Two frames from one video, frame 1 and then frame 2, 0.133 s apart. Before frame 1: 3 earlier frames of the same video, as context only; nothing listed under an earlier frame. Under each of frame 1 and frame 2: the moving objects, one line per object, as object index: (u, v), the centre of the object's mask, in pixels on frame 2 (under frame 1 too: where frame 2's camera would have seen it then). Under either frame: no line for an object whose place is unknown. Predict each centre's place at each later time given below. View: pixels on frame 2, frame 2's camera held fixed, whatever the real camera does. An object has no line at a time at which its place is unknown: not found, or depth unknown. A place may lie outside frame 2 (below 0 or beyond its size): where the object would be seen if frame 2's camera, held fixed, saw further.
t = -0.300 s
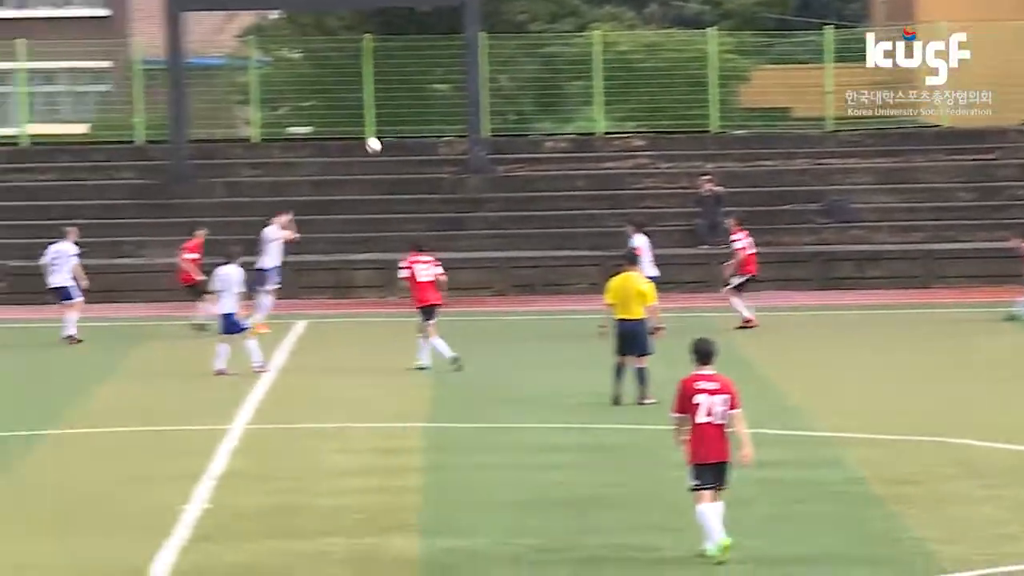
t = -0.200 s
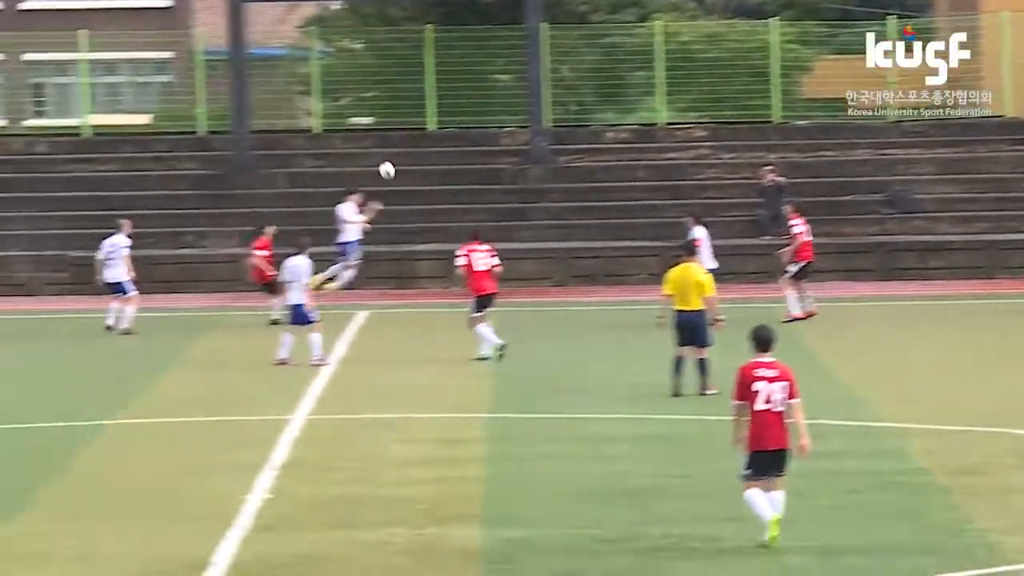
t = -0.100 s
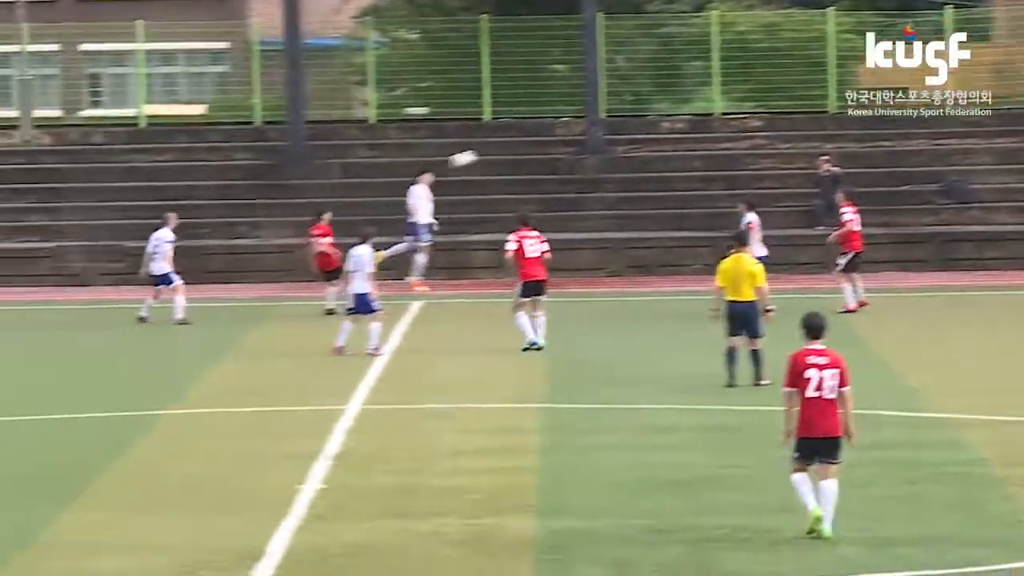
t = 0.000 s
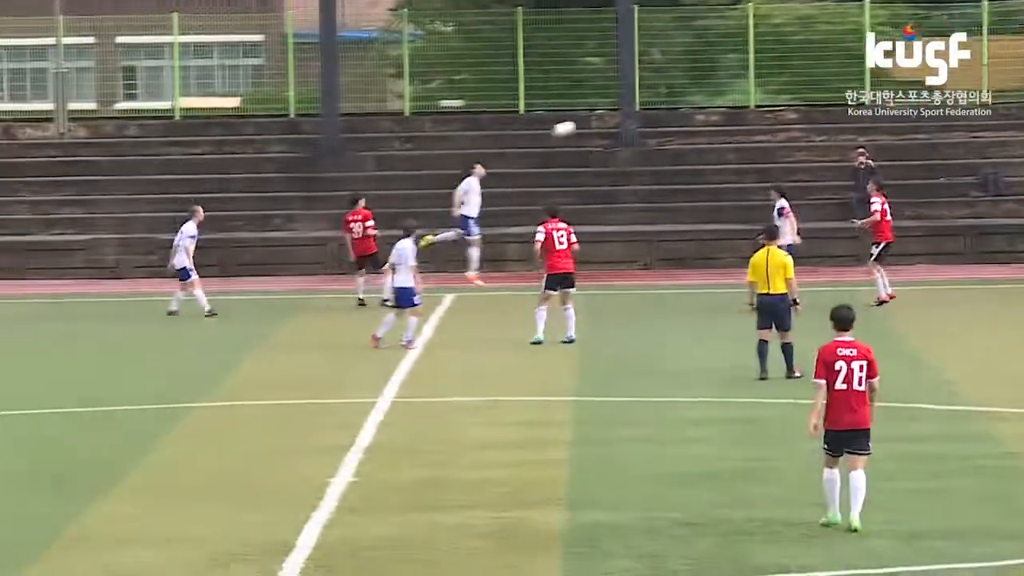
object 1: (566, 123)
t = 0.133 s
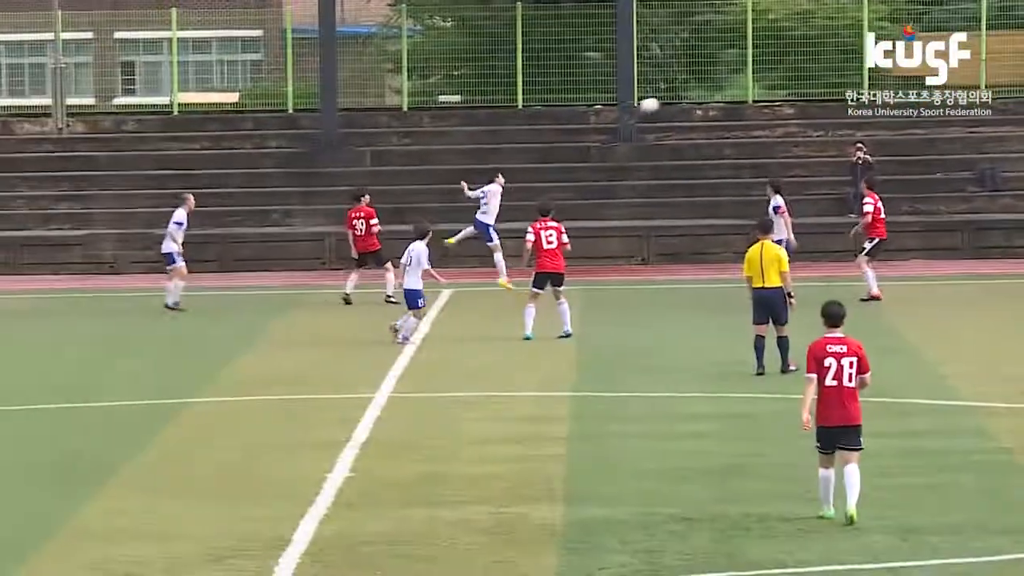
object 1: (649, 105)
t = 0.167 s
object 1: (670, 102)
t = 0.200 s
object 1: (689, 100)
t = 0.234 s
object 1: (708, 100)
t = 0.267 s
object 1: (726, 101)
